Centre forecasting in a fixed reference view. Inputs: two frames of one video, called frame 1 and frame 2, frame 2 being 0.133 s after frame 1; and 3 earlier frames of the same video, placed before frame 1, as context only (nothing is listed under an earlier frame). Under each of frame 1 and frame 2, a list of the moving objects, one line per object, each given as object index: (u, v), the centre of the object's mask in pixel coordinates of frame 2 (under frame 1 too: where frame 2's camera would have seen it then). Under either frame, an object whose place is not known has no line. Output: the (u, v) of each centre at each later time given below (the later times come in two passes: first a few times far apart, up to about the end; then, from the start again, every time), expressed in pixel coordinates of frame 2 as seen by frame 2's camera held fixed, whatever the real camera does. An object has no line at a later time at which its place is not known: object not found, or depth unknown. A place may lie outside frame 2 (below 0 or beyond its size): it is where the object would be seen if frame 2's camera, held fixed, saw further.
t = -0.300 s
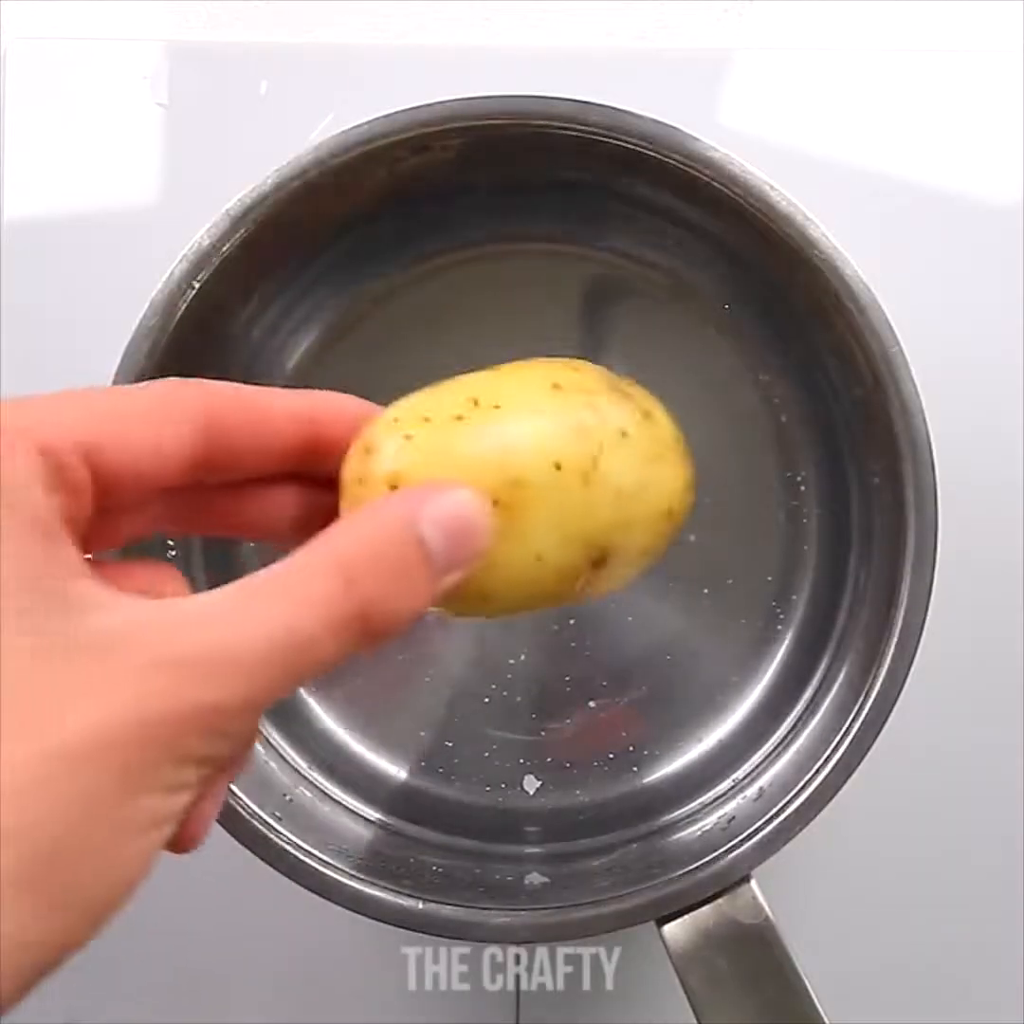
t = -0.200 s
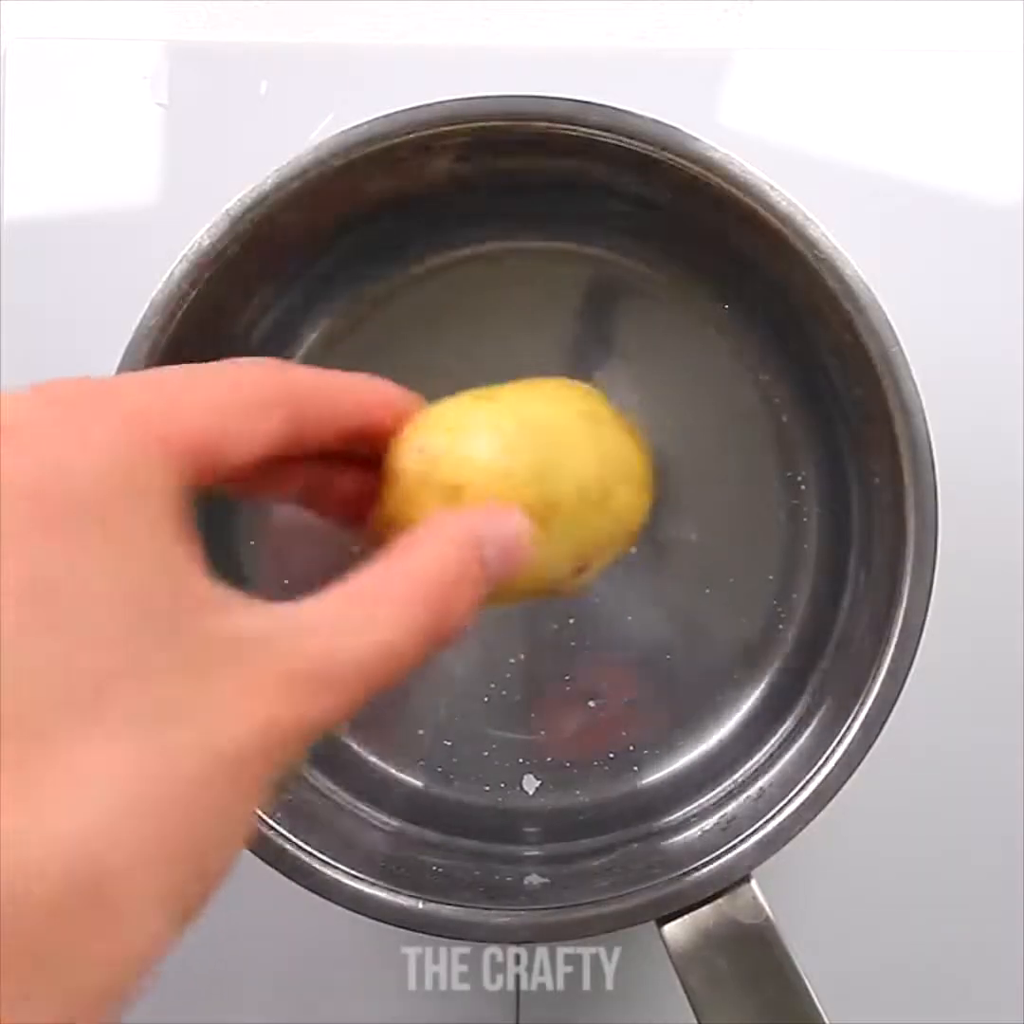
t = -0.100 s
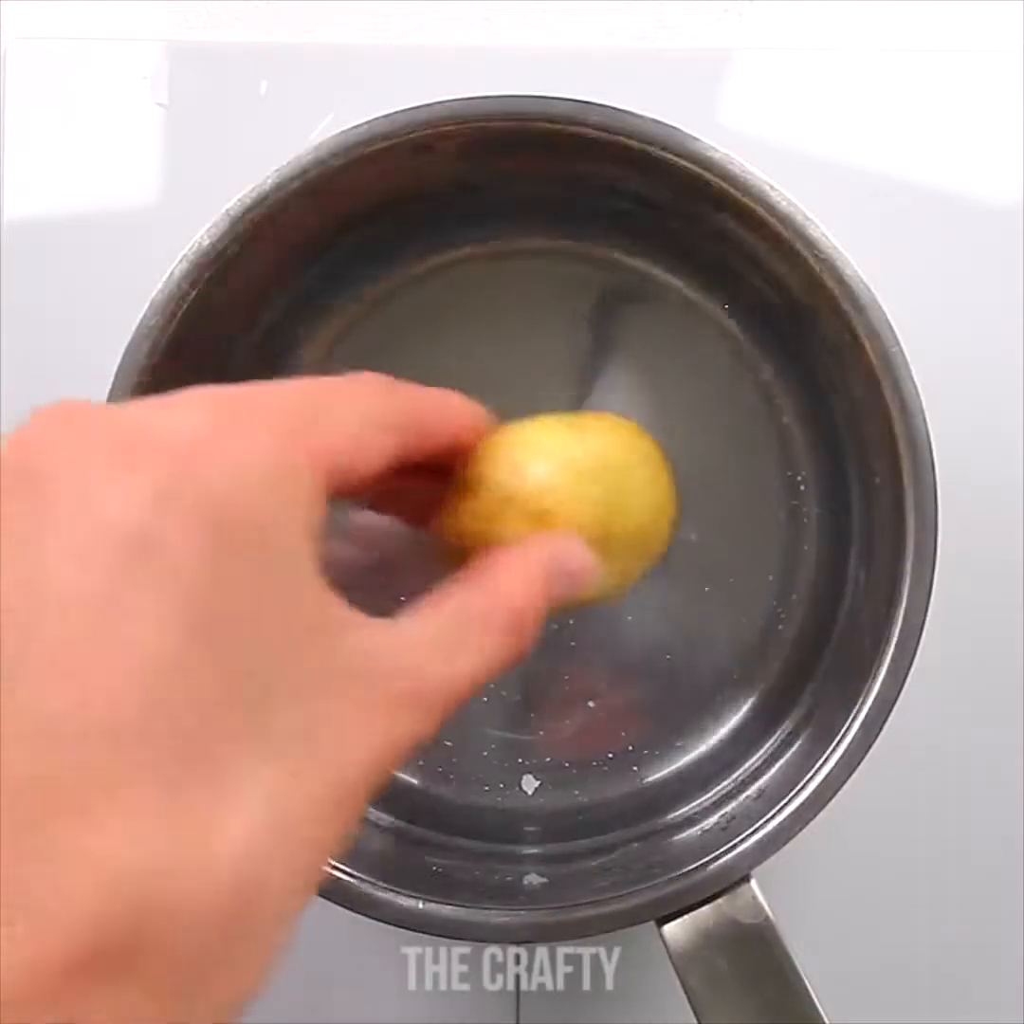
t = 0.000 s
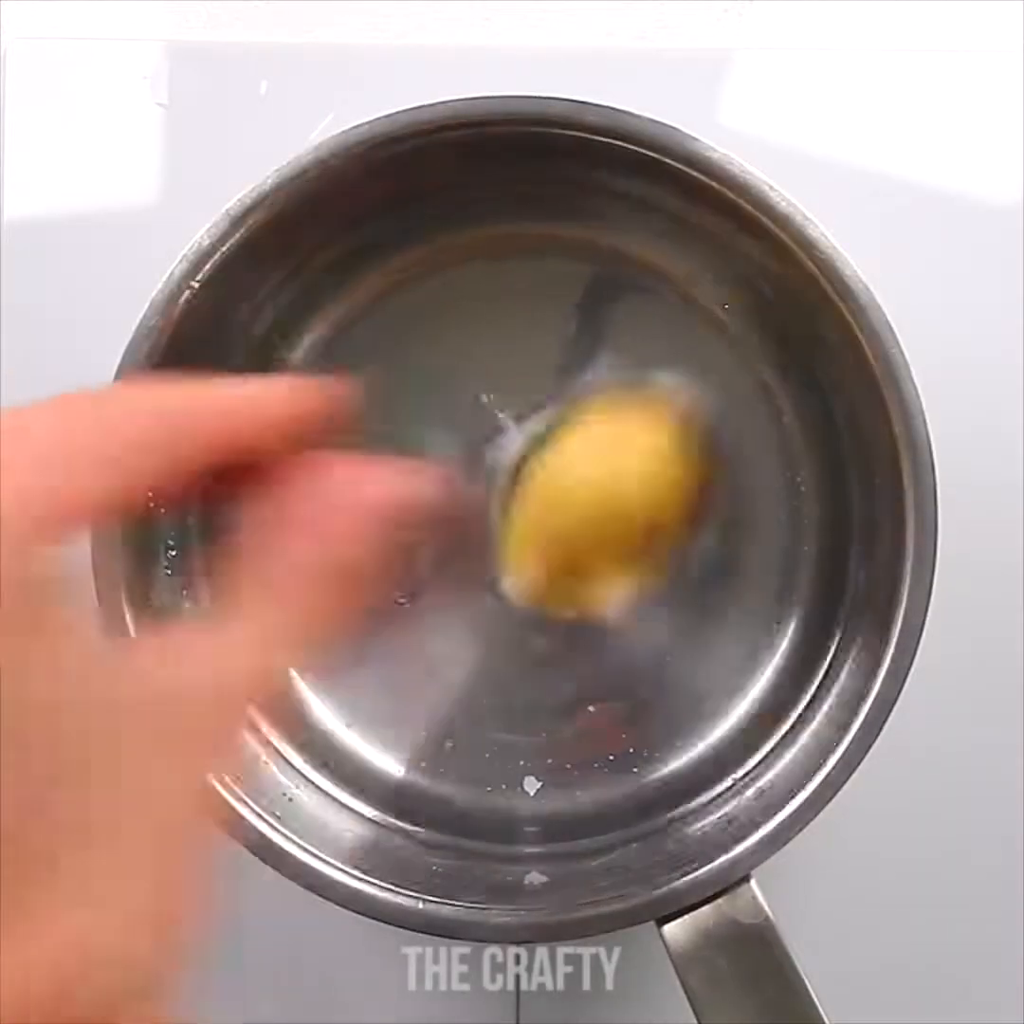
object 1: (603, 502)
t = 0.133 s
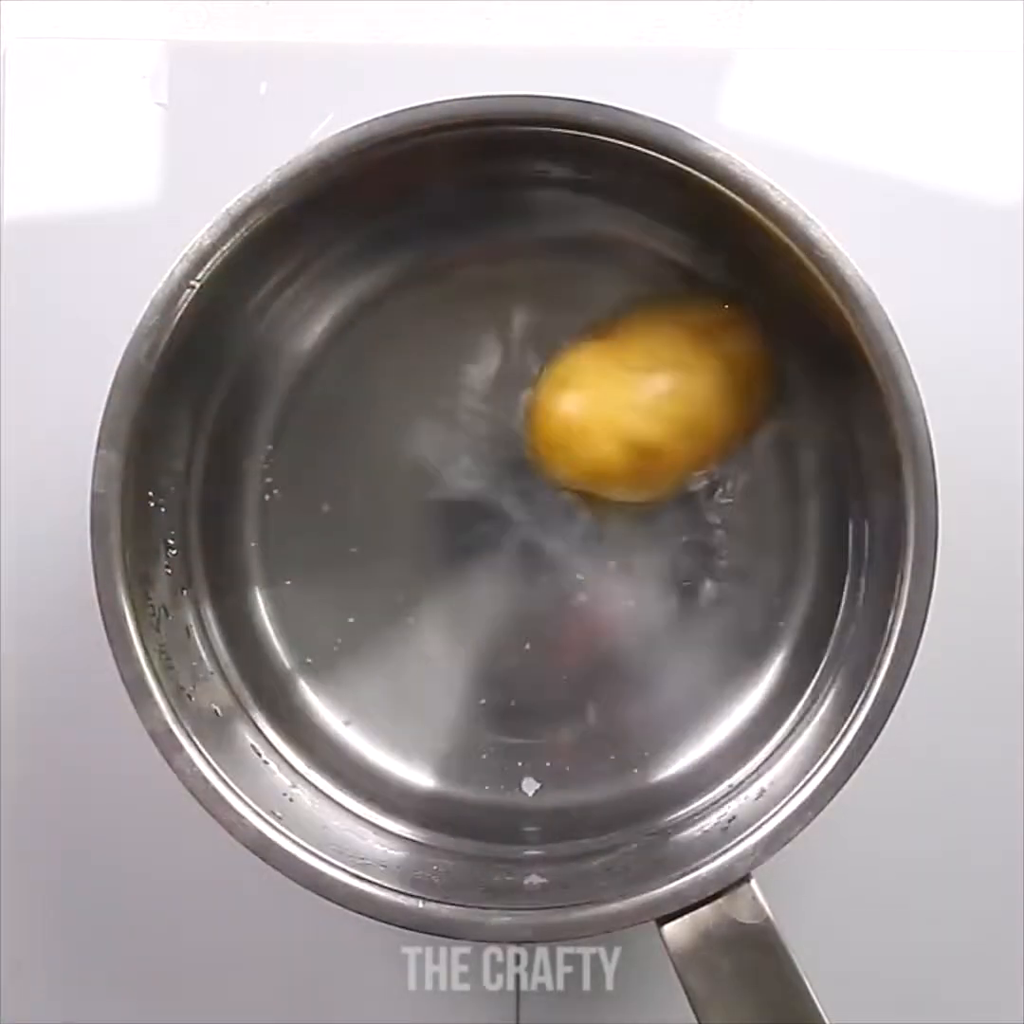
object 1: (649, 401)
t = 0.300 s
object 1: (601, 406)
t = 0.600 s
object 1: (568, 409)
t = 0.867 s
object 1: (580, 391)
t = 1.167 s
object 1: (581, 402)
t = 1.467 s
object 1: (569, 396)
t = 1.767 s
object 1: (573, 404)
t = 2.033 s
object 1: (584, 395)
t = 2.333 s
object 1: (573, 393)
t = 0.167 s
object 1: (638, 403)
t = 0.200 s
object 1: (624, 404)
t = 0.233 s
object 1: (614, 407)
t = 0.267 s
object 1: (605, 409)
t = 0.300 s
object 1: (601, 406)
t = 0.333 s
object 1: (585, 403)
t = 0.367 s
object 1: (581, 402)
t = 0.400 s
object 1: (577, 402)
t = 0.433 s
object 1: (575, 402)
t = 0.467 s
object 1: (574, 403)
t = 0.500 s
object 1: (576, 402)
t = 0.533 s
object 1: (576, 400)
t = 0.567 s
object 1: (576, 406)
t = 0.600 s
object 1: (568, 409)
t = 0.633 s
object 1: (566, 406)
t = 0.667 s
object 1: (564, 405)
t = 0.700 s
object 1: (564, 402)
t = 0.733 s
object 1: (567, 399)
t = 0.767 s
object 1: (570, 395)
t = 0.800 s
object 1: (574, 392)
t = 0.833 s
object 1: (577, 391)
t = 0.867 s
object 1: (580, 391)
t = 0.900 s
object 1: (580, 393)
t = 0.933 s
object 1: (578, 397)
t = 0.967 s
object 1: (573, 404)
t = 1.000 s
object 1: (570, 409)
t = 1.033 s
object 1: (567, 411)
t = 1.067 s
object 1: (568, 411)
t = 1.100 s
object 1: (572, 411)
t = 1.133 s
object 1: (577, 409)
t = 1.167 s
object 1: (581, 402)
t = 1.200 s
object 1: (582, 400)
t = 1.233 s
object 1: (583, 399)
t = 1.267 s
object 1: (583, 401)
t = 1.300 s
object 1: (580, 400)
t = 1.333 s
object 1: (578, 398)
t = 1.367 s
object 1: (575, 398)
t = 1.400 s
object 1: (574, 398)
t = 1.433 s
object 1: (573, 399)
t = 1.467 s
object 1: (569, 396)
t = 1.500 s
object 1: (566, 396)
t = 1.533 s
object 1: (568, 395)
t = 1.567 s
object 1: (571, 394)
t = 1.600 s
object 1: (573, 390)
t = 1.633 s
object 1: (575, 389)
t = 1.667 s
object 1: (576, 389)
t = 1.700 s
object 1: (578, 392)
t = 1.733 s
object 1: (575, 400)
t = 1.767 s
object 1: (573, 404)
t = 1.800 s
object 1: (574, 406)
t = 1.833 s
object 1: (574, 410)
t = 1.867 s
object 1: (575, 411)
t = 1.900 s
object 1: (579, 408)
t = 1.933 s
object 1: (580, 404)
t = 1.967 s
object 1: (583, 401)
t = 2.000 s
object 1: (585, 398)
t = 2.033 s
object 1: (584, 395)
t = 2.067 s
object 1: (583, 393)
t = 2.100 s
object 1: (581, 392)
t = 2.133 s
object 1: (578, 392)
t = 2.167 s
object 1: (576, 393)
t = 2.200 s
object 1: (574, 394)
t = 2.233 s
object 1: (573, 393)
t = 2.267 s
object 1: (572, 393)
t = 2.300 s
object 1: (572, 393)
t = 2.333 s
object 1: (573, 393)
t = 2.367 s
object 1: (574, 391)
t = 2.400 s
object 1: (576, 389)
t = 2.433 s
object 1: (578, 389)
